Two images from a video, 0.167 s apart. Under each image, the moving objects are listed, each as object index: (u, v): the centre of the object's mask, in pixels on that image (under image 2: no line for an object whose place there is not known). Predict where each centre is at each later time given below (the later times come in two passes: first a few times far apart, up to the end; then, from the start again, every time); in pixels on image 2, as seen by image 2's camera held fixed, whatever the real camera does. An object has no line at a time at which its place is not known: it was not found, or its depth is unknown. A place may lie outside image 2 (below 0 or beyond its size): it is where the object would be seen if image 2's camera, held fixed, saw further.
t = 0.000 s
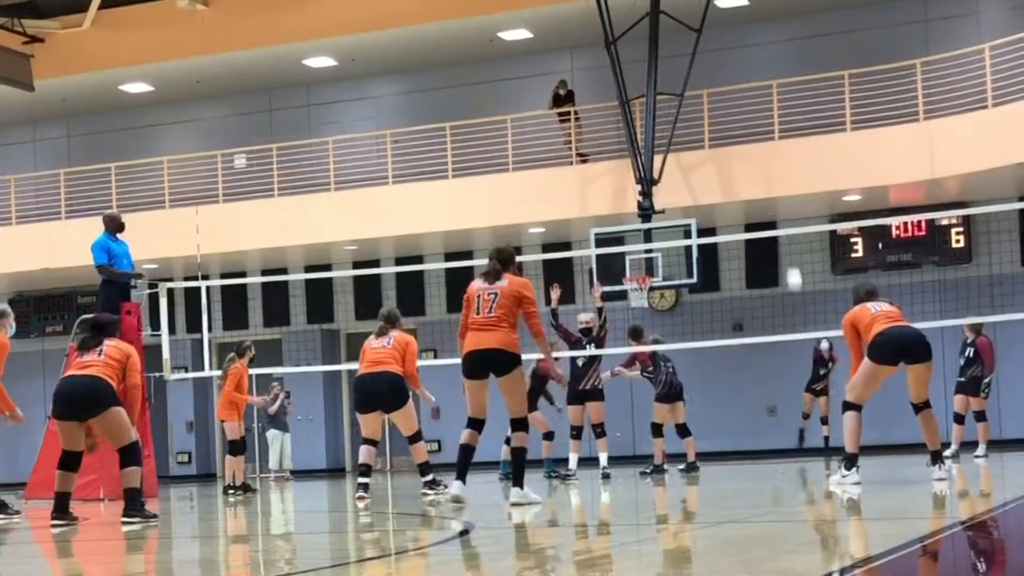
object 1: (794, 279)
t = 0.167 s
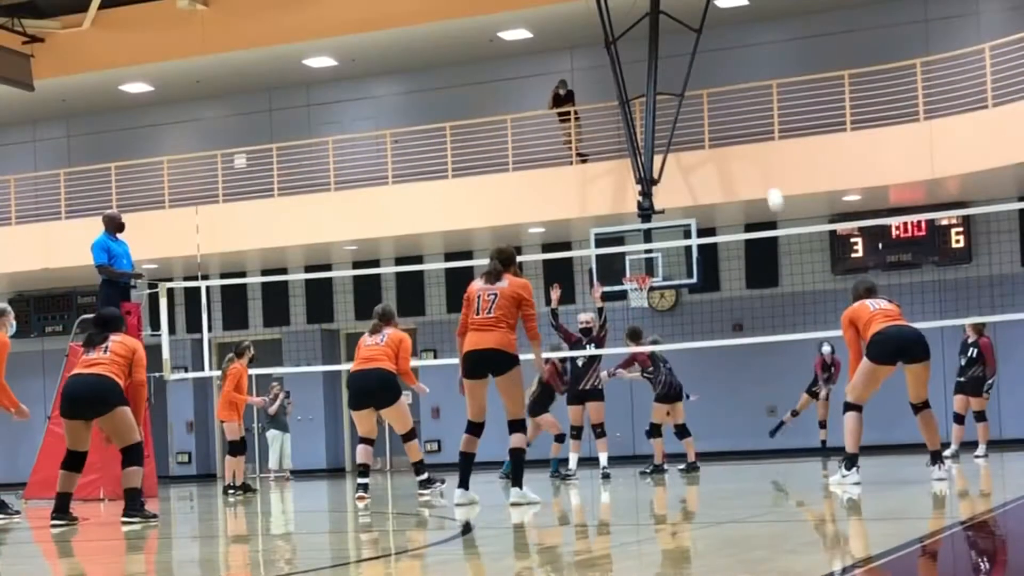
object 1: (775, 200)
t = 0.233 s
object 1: (768, 169)
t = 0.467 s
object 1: (741, 90)
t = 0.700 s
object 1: (710, 50)
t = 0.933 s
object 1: (677, 59)
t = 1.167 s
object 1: (646, 128)
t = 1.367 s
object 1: (619, 243)
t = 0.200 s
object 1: (771, 182)
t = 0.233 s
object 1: (768, 169)
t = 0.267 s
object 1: (764, 155)
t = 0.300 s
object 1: (759, 143)
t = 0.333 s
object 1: (757, 132)
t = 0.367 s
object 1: (752, 121)
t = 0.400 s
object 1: (749, 110)
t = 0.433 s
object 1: (745, 100)
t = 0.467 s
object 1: (741, 90)
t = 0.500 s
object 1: (737, 82)
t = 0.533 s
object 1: (732, 74)
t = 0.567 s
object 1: (728, 68)
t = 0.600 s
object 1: (724, 62)
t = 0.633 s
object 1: (719, 57)
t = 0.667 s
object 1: (715, 53)
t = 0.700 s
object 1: (710, 50)
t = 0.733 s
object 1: (705, 48)
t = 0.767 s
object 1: (701, 46)
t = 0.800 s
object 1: (696, 47)
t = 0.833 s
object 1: (692, 48)
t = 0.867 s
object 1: (686, 51)
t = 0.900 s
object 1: (682, 55)
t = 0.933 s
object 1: (677, 59)
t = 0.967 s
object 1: (673, 65)
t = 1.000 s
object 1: (668, 72)
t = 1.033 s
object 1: (664, 81)
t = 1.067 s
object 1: (659, 91)
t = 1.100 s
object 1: (655, 101)
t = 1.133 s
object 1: (650, 114)
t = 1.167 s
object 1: (646, 128)
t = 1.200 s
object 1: (641, 143)
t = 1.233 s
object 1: (638, 159)
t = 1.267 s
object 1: (633, 175)
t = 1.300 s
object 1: (628, 197)
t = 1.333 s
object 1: (624, 219)
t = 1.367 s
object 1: (619, 243)
